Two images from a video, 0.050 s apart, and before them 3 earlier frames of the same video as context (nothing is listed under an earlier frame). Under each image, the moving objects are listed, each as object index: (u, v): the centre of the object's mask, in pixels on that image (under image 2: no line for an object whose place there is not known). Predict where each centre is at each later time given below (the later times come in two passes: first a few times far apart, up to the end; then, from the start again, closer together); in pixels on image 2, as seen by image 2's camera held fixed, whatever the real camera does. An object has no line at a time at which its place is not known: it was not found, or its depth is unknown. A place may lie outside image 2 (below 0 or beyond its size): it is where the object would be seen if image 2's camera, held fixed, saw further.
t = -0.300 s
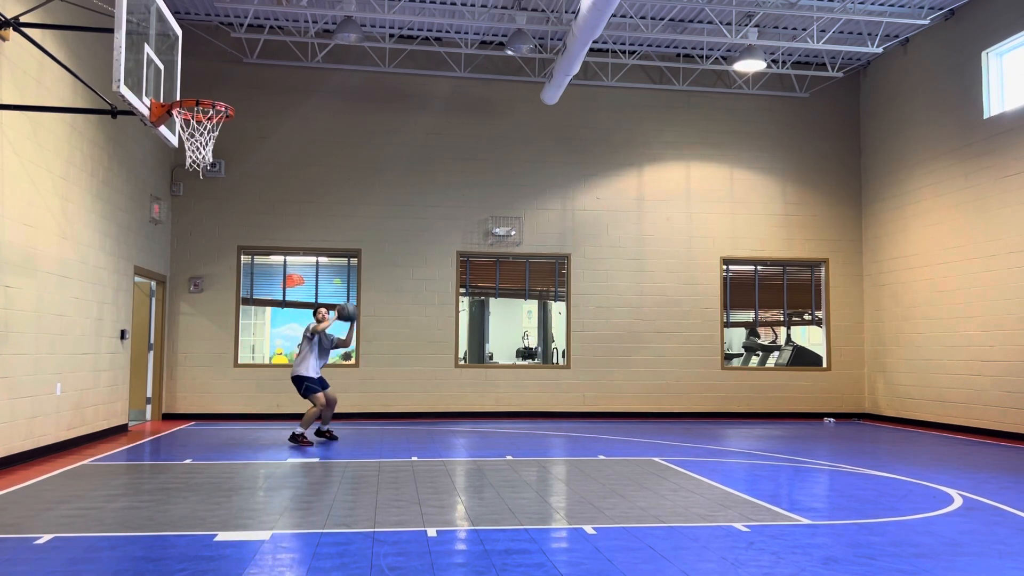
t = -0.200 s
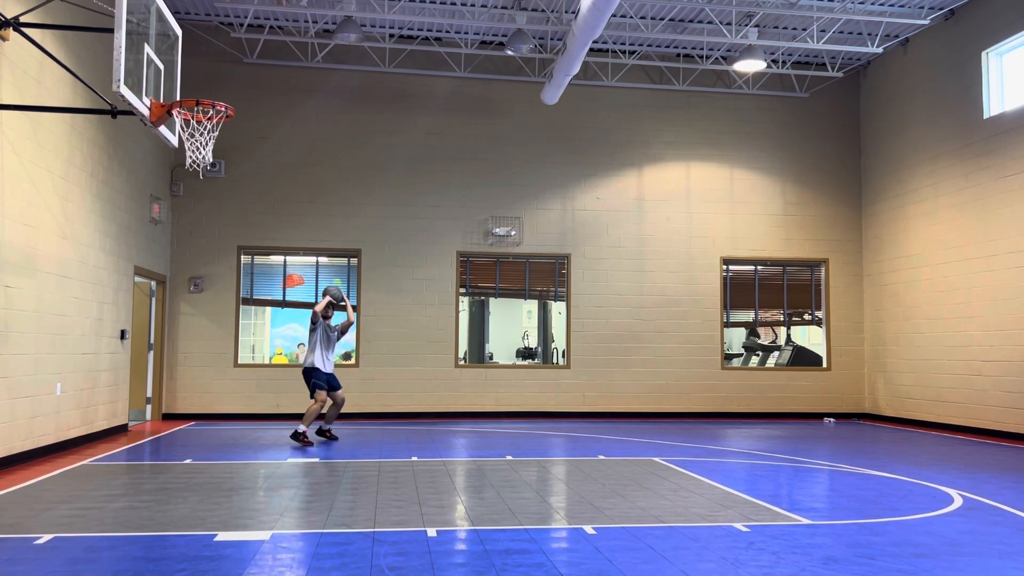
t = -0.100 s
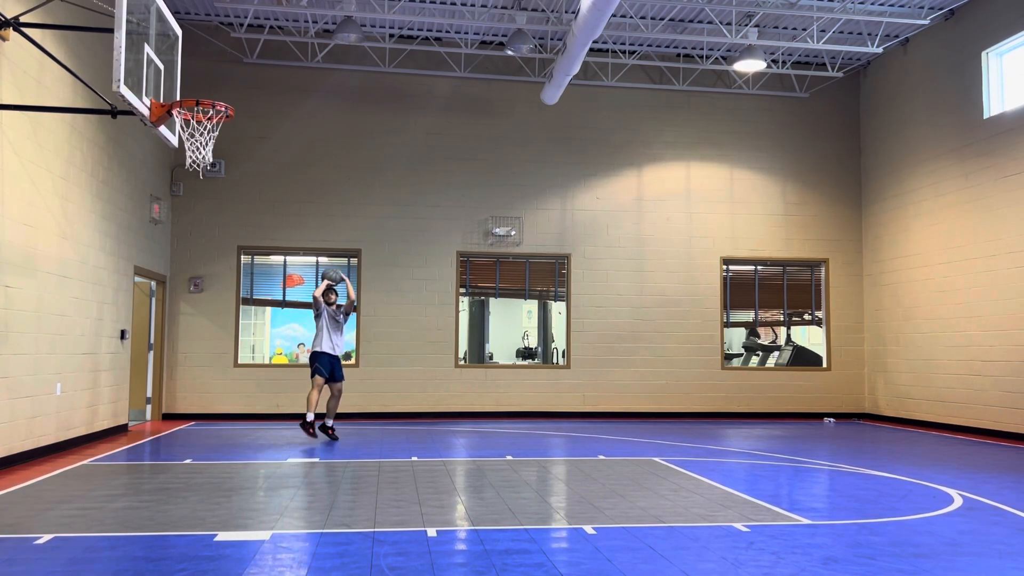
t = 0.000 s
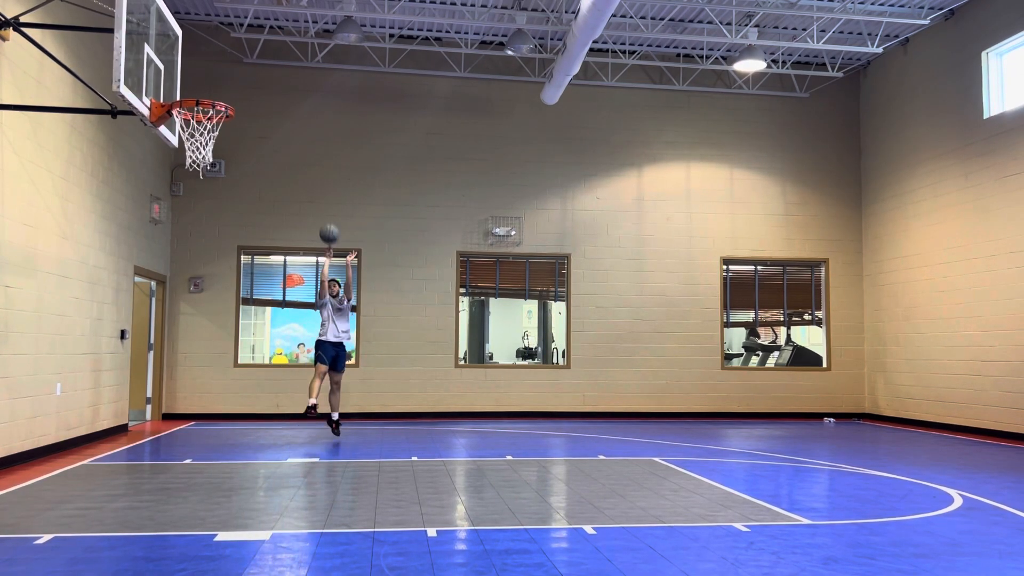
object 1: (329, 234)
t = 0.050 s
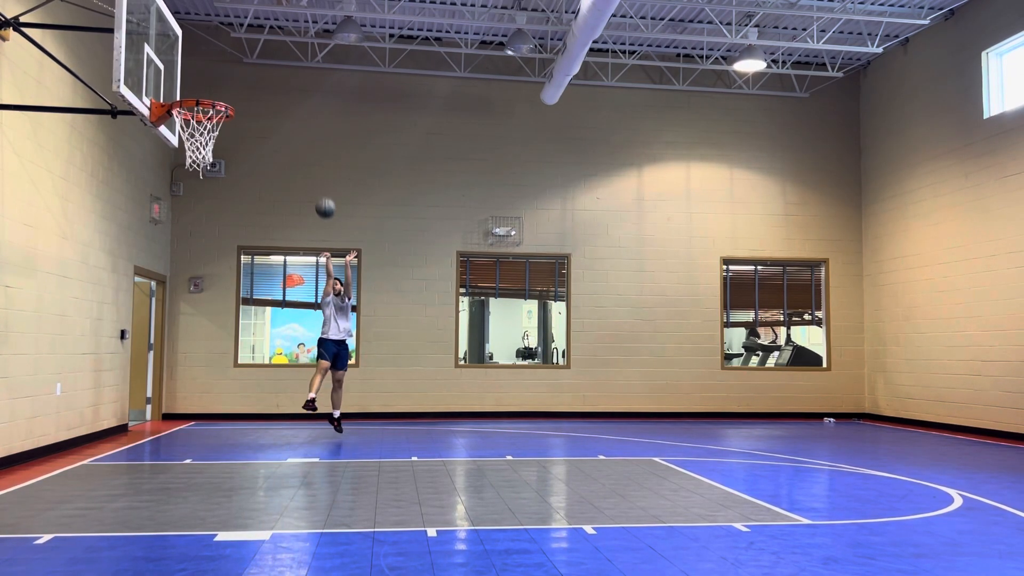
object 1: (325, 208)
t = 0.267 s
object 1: (307, 113)
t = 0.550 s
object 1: (280, 38)
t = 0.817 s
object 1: (247, 29)
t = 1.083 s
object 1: (207, 94)
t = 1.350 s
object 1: (196, 151)
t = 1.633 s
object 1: (211, 227)
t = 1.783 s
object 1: (216, 309)
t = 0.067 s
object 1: (324, 200)
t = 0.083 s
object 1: (323, 192)
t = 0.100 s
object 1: (322, 184)
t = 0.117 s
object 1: (320, 176)
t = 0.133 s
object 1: (319, 168)
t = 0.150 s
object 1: (317, 161)
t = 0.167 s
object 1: (316, 153)
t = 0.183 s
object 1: (315, 146)
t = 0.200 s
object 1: (313, 139)
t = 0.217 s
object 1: (312, 133)
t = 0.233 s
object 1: (310, 126)
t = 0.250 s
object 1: (309, 120)
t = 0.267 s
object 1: (307, 113)
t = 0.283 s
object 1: (306, 107)
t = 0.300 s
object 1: (305, 102)
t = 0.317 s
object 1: (303, 96)
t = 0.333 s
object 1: (301, 90)
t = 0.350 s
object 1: (300, 85)
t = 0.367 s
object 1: (298, 80)
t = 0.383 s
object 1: (297, 75)
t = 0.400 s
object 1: (295, 71)
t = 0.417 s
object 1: (293, 66)
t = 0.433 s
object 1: (292, 62)
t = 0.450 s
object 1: (290, 57)
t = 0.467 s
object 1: (289, 54)
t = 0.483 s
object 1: (287, 50)
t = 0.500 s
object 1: (285, 47)
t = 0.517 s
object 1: (283, 44)
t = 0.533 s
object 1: (281, 40)
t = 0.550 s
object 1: (280, 38)
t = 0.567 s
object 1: (277, 35)
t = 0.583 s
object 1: (276, 33)
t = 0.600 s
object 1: (274, 31)
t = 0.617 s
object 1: (272, 29)
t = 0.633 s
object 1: (271, 27)
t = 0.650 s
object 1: (269, 26)
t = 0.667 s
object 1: (266, 25)
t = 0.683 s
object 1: (264, 25)
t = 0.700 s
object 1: (262, 24)
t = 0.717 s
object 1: (260, 24)
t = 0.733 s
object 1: (257, 24)
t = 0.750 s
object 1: (256, 24)
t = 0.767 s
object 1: (254, 25)
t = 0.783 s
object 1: (252, 26)
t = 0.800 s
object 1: (249, 27)
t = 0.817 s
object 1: (247, 29)
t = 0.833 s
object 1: (245, 31)
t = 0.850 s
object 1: (243, 33)
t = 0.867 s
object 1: (240, 35)
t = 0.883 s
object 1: (237, 38)
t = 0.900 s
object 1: (235, 41)
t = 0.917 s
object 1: (233, 45)
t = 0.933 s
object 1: (230, 48)
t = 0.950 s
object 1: (228, 53)
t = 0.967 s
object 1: (225, 58)
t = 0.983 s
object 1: (222, 63)
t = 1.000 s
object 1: (220, 68)
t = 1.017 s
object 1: (217, 74)
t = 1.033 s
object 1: (214, 80)
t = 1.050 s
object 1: (211, 86)
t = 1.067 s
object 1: (209, 90)
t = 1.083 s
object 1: (207, 94)
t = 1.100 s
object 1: (204, 96)
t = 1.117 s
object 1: (199, 116)
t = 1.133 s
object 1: (197, 118)
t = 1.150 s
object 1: (195, 122)
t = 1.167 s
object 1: (192, 128)
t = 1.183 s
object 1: (190, 130)
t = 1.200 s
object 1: (189, 132)
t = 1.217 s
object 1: (191, 136)
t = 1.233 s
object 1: (189, 137)
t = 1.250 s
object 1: (192, 138)
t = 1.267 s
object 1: (192, 146)
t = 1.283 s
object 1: (192, 145)
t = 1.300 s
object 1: (193, 146)
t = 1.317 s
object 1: (194, 147)
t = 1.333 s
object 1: (195, 150)
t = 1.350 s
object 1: (196, 151)
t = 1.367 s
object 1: (198, 153)
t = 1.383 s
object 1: (199, 155)
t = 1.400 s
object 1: (201, 159)
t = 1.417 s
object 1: (201, 161)
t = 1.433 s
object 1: (202, 164)
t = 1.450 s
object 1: (203, 167)
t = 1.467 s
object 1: (204, 172)
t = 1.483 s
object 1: (206, 175)
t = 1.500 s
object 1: (206, 179)
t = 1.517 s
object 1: (207, 183)
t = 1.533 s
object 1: (208, 189)
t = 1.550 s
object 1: (208, 194)
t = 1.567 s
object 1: (209, 200)
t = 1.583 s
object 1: (209, 206)
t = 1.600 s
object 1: (210, 212)
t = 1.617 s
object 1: (210, 220)
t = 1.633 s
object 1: (211, 227)
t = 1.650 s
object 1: (212, 235)
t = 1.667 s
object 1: (213, 243)
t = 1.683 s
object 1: (213, 251)
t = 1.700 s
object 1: (213, 260)
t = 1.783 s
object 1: (216, 309)
